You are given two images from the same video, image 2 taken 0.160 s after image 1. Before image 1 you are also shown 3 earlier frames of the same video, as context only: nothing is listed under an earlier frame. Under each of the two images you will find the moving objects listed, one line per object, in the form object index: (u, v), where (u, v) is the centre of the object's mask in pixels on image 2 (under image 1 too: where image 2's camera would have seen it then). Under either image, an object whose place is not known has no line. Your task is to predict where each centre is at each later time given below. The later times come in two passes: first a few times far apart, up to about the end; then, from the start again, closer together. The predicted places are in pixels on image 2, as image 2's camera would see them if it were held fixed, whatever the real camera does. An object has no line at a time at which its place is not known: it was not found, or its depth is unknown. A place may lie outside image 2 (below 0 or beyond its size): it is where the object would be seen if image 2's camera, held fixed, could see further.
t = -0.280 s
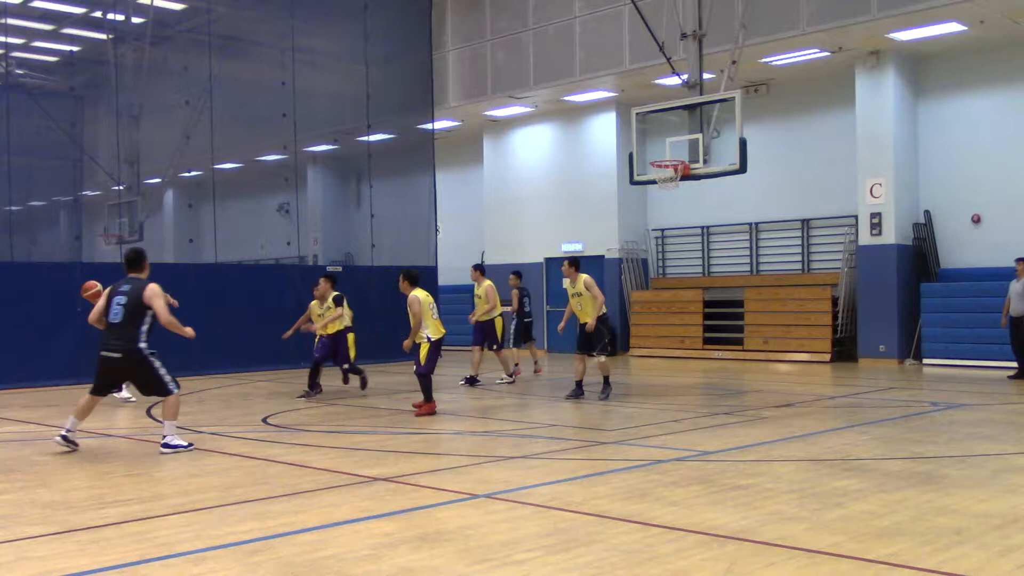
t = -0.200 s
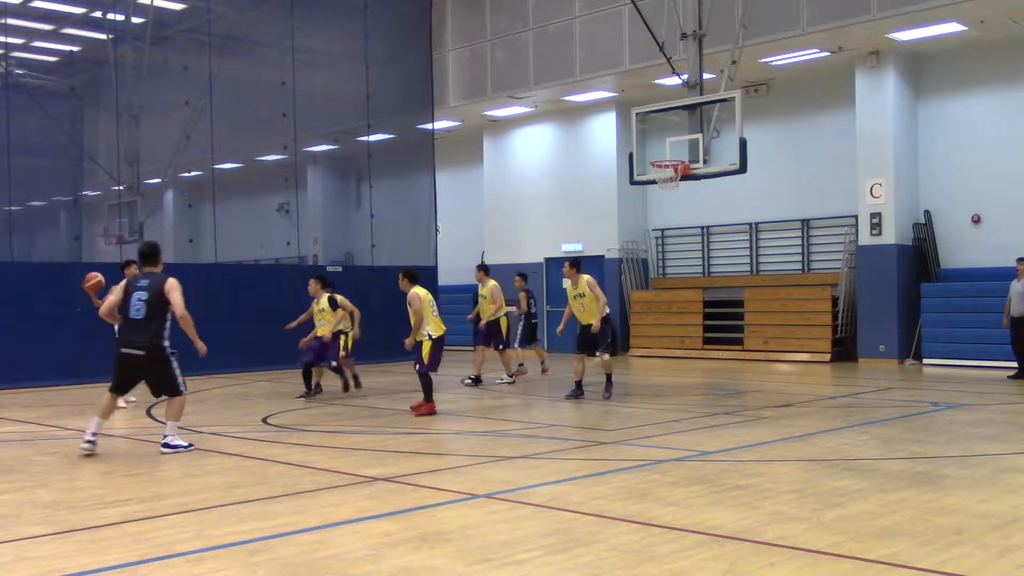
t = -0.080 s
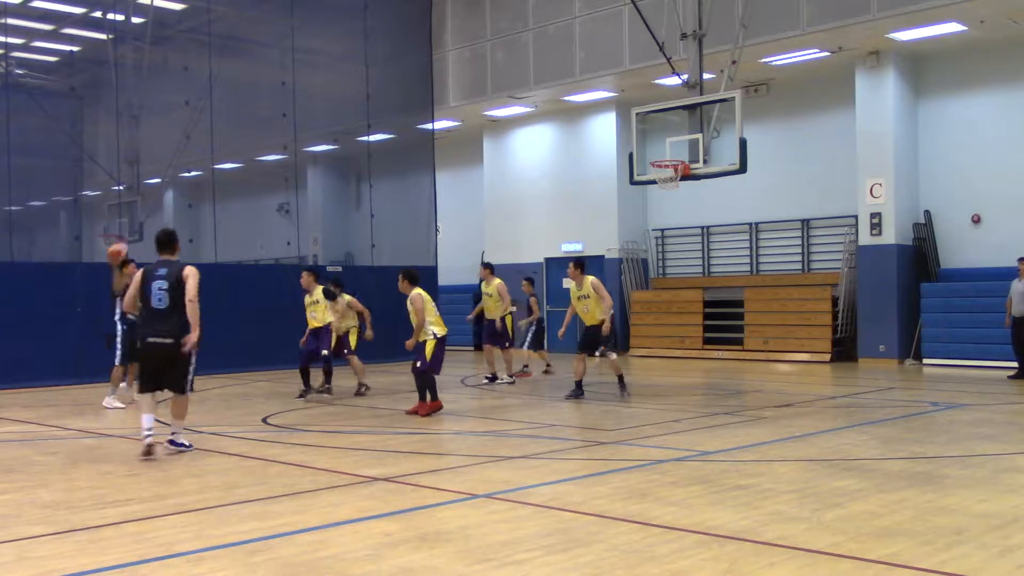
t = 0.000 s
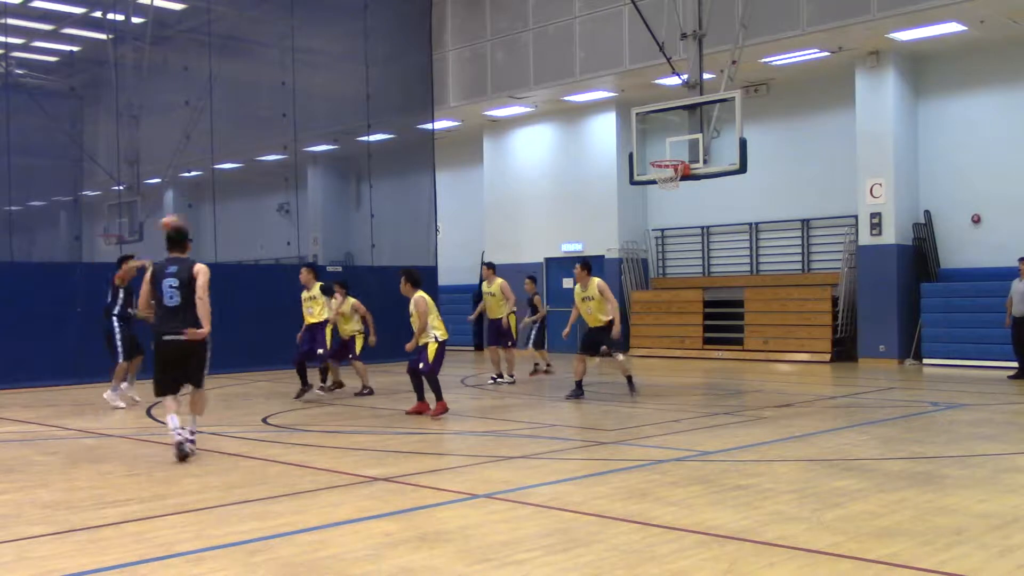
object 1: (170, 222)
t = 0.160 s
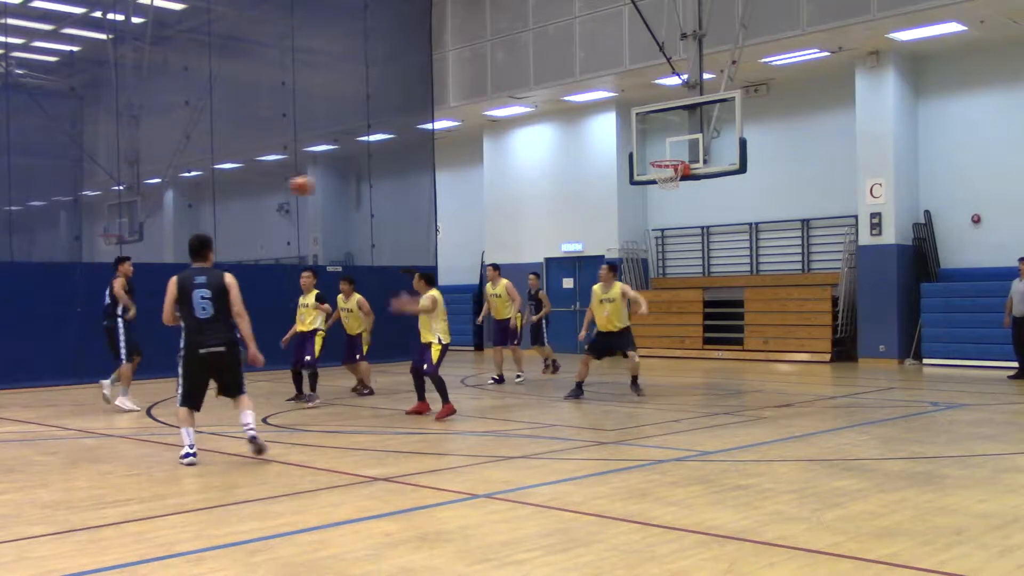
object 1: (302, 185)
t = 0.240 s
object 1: (371, 171)
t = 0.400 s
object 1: (518, 161)
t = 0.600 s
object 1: (722, 178)
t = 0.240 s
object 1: (371, 171)
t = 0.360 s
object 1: (480, 162)
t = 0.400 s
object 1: (518, 161)
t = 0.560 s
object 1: (680, 171)
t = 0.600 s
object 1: (722, 178)
